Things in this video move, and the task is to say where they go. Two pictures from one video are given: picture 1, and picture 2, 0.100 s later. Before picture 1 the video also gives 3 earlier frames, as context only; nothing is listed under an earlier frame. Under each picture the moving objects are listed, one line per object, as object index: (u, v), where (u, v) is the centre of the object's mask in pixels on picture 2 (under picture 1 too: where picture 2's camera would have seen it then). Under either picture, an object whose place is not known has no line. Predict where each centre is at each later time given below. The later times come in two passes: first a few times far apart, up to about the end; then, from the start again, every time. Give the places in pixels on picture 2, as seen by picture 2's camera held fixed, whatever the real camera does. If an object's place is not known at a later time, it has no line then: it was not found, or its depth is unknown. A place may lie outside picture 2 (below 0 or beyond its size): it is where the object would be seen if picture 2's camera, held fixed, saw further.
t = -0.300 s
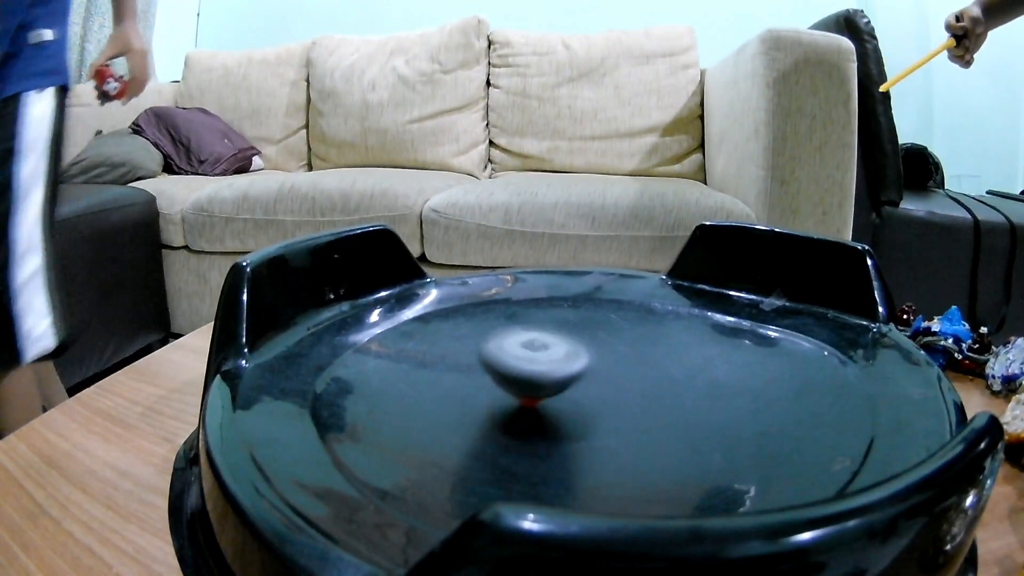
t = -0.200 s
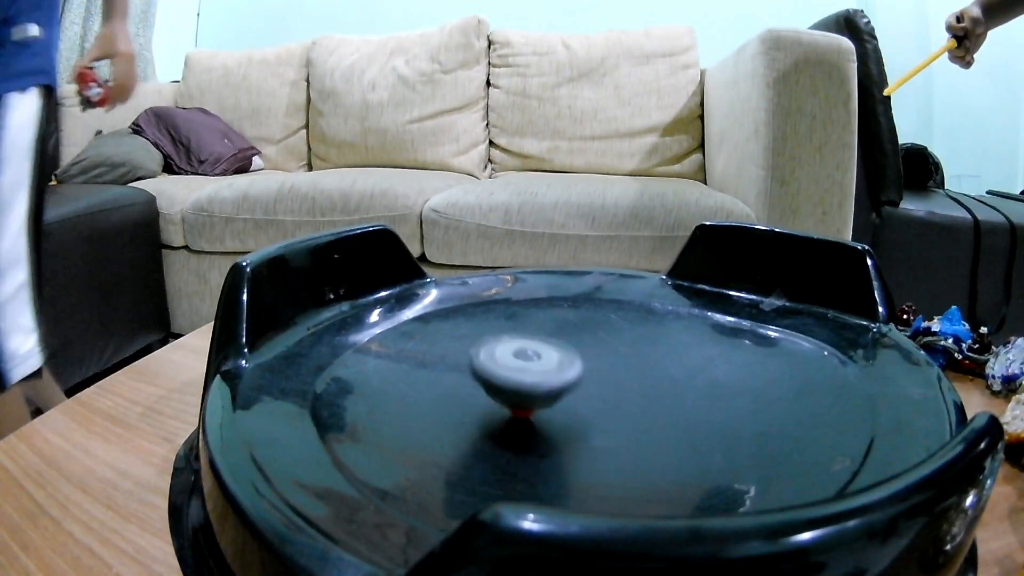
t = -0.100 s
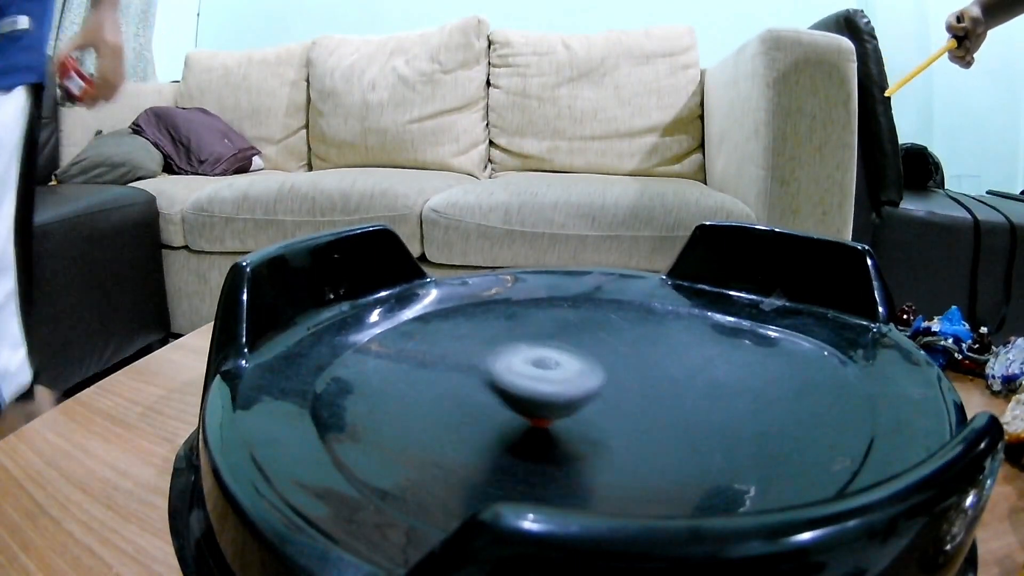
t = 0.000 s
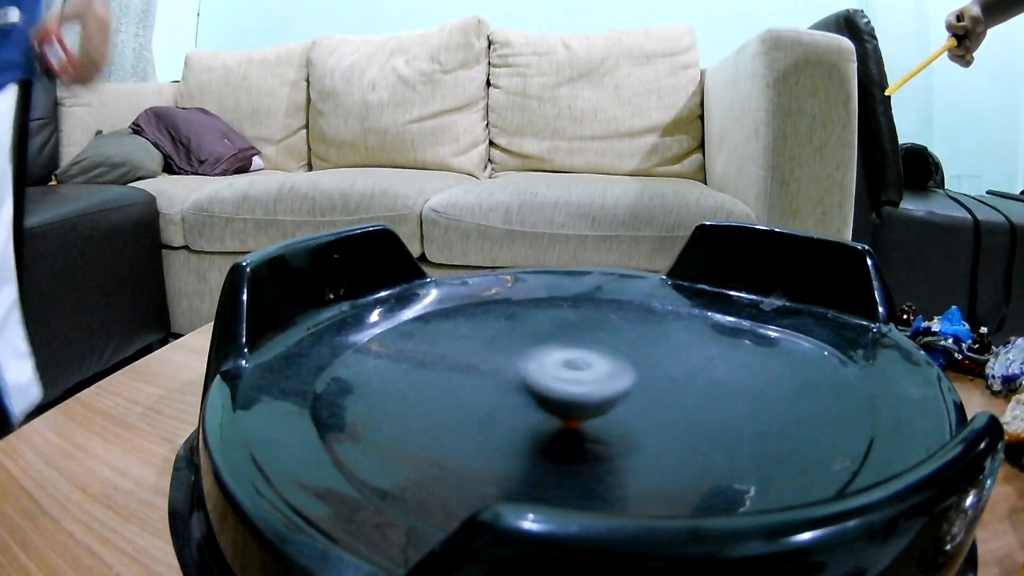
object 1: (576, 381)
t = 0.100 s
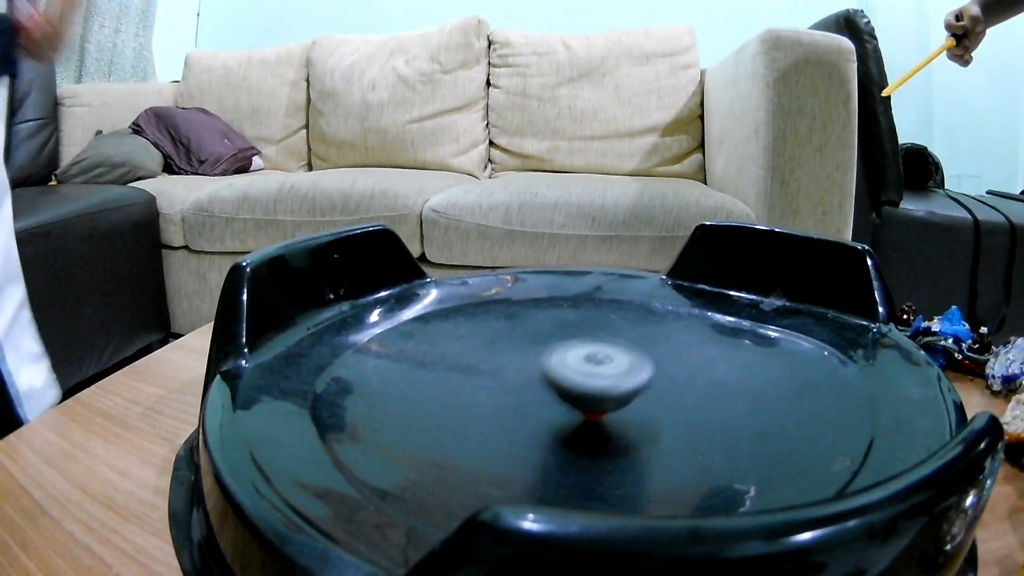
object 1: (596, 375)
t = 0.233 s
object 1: (604, 364)
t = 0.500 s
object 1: (582, 362)
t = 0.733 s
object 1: (609, 383)
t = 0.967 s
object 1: (639, 376)
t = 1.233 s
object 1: (600, 377)
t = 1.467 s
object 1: (593, 401)
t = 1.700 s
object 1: (622, 391)
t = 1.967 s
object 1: (559, 384)
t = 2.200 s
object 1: (540, 397)
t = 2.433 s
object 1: (594, 395)
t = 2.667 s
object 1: (577, 370)
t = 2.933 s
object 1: (533, 369)
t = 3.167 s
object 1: (575, 385)
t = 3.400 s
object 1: (621, 371)
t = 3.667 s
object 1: (580, 361)
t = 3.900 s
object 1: (586, 392)
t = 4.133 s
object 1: (637, 392)
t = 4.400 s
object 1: (611, 373)
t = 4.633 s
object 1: (552, 384)
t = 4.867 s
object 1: (566, 405)
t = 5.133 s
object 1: (605, 383)
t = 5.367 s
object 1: (559, 365)
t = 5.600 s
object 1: (525, 376)
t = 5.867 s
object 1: (587, 392)
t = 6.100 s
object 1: (624, 374)
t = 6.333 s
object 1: (586, 361)
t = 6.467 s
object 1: (567, 371)
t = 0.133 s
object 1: (600, 373)
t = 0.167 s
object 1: (603, 370)
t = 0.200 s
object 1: (604, 367)
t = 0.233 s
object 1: (604, 364)
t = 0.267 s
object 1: (603, 363)
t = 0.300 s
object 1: (600, 361)
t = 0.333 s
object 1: (598, 359)
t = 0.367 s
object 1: (594, 359)
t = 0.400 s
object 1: (591, 359)
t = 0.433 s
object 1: (588, 359)
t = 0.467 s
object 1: (585, 360)
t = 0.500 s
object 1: (582, 362)
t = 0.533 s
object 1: (580, 365)
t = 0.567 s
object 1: (581, 368)
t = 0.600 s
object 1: (583, 371)
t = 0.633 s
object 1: (587, 374)
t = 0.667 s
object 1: (594, 378)
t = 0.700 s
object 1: (601, 380)
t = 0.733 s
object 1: (609, 383)
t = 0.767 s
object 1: (617, 383)
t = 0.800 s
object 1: (624, 383)
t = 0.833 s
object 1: (629, 382)
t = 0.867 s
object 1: (633, 381)
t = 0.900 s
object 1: (637, 379)
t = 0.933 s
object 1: (639, 377)
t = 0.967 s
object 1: (639, 376)
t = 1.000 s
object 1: (639, 374)
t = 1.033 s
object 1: (637, 372)
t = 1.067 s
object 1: (632, 372)
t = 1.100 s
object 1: (626, 371)
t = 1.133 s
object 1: (618, 372)
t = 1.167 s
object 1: (611, 373)
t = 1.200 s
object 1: (605, 375)
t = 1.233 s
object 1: (600, 377)
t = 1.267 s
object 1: (595, 380)
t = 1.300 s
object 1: (592, 384)
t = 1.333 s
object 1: (590, 388)
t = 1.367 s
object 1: (588, 391)
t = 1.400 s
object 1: (586, 396)
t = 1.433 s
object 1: (588, 399)
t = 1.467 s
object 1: (593, 401)
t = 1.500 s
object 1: (601, 403)
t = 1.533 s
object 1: (609, 403)
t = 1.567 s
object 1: (617, 401)
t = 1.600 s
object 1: (623, 399)
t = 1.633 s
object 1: (625, 397)
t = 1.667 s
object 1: (625, 394)
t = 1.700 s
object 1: (622, 391)
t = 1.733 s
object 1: (615, 388)
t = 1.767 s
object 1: (607, 385)
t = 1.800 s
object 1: (600, 384)
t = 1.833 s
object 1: (593, 383)
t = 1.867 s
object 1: (584, 383)
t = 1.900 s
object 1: (576, 383)
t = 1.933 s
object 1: (567, 383)
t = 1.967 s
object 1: (559, 384)
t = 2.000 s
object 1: (552, 385)
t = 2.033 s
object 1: (546, 387)
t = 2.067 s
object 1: (541, 388)
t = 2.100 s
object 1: (538, 390)
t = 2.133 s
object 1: (536, 392)
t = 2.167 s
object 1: (537, 394)
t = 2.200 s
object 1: (540, 397)
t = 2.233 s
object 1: (545, 399)
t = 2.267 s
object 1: (553, 400)
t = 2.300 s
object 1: (561, 400)
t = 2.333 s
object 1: (570, 399)
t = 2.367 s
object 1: (579, 398)
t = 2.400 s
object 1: (588, 397)
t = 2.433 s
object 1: (594, 395)
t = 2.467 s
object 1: (595, 393)
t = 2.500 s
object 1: (594, 389)
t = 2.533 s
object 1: (592, 385)
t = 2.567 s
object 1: (589, 382)
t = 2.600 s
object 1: (586, 377)
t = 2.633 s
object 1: (582, 373)
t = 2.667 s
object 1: (577, 370)
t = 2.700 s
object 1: (572, 368)
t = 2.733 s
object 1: (566, 366)
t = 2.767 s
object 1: (559, 365)
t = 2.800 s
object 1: (553, 364)
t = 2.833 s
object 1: (547, 364)
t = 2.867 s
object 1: (541, 365)
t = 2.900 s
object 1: (537, 366)
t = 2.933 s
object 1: (533, 369)
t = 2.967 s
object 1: (533, 371)
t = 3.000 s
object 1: (534, 374)
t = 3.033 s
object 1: (538, 377)
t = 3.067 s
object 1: (544, 380)
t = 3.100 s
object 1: (553, 382)
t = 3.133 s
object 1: (564, 384)
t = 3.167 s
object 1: (575, 385)
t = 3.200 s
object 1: (584, 386)
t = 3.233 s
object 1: (594, 385)
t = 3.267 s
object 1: (603, 383)
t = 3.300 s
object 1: (612, 380)
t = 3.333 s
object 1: (617, 378)
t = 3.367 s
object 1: (620, 374)
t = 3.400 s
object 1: (621, 371)
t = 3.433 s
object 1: (621, 368)
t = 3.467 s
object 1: (619, 365)
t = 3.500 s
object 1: (615, 363)
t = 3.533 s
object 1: (609, 361)
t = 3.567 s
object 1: (602, 359)
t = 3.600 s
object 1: (595, 359)
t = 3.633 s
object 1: (587, 360)
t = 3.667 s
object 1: (580, 361)
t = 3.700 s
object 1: (574, 364)
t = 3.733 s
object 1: (570, 368)
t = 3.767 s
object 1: (568, 373)
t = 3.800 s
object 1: (569, 378)
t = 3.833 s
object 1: (572, 382)
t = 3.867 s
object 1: (578, 387)
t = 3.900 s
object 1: (586, 392)
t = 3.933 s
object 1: (592, 397)
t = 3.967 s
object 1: (599, 399)
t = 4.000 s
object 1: (608, 399)
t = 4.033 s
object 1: (617, 398)
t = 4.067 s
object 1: (625, 396)
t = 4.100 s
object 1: (632, 394)
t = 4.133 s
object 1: (637, 392)
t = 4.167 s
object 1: (641, 389)
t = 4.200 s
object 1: (643, 387)
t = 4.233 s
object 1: (643, 384)
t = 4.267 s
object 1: (640, 381)
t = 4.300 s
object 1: (635, 378)
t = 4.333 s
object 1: (629, 376)
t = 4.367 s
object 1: (620, 374)
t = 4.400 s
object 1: (611, 373)
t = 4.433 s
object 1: (601, 373)
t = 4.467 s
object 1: (591, 373)
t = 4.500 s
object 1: (582, 374)
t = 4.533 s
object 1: (573, 376)
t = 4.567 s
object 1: (565, 378)
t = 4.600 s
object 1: (558, 381)
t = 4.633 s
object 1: (552, 384)
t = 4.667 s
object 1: (548, 387)
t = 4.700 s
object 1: (545, 390)
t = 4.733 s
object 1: (544, 393)
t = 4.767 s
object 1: (547, 397)
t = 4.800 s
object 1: (551, 400)
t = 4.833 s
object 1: (558, 403)
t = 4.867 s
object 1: (566, 405)
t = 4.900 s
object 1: (575, 406)
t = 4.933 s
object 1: (585, 405)
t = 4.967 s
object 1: (594, 404)
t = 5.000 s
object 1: (602, 402)
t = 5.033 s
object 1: (609, 398)
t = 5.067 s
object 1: (609, 392)
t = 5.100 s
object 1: (608, 387)
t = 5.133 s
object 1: (605, 383)
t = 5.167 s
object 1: (602, 379)
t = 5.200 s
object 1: (597, 376)
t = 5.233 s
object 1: (590, 373)
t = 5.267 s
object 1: (583, 370)
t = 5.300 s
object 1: (575, 368)
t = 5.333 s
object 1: (567, 367)
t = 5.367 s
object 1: (559, 365)
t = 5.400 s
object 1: (550, 365)
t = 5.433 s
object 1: (542, 365)
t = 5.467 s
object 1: (536, 367)
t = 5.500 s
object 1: (531, 368)
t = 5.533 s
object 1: (526, 371)
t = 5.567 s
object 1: (525, 373)
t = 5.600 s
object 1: (525, 376)
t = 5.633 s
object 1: (527, 379)
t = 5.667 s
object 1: (531, 382)
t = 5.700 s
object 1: (538, 385)
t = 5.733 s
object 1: (546, 388)
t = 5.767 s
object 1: (556, 389)
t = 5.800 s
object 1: (567, 390)
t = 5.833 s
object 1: (577, 391)
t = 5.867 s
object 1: (587, 392)
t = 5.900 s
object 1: (594, 390)
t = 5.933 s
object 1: (601, 389)
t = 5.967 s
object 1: (607, 387)
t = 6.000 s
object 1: (613, 384)
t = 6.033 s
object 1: (619, 380)
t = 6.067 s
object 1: (622, 377)
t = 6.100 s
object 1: (624, 374)
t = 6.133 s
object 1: (623, 370)
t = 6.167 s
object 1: (618, 365)
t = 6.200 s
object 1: (613, 363)
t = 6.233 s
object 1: (606, 361)
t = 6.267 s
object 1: (600, 361)
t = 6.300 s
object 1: (593, 360)
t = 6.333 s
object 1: (586, 361)
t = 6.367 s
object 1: (580, 363)
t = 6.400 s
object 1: (574, 365)
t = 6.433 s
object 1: (570, 368)
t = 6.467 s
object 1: (567, 371)
